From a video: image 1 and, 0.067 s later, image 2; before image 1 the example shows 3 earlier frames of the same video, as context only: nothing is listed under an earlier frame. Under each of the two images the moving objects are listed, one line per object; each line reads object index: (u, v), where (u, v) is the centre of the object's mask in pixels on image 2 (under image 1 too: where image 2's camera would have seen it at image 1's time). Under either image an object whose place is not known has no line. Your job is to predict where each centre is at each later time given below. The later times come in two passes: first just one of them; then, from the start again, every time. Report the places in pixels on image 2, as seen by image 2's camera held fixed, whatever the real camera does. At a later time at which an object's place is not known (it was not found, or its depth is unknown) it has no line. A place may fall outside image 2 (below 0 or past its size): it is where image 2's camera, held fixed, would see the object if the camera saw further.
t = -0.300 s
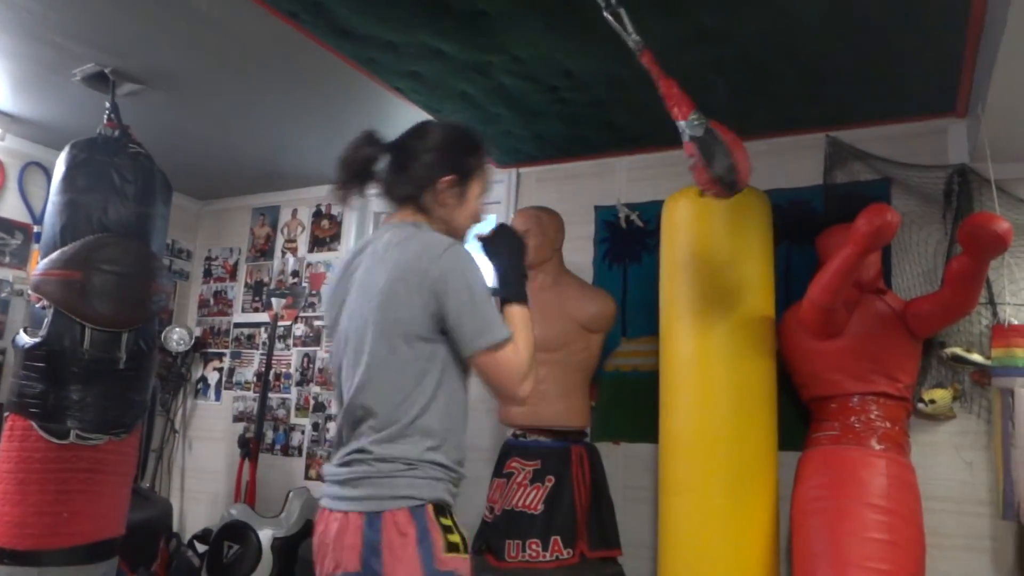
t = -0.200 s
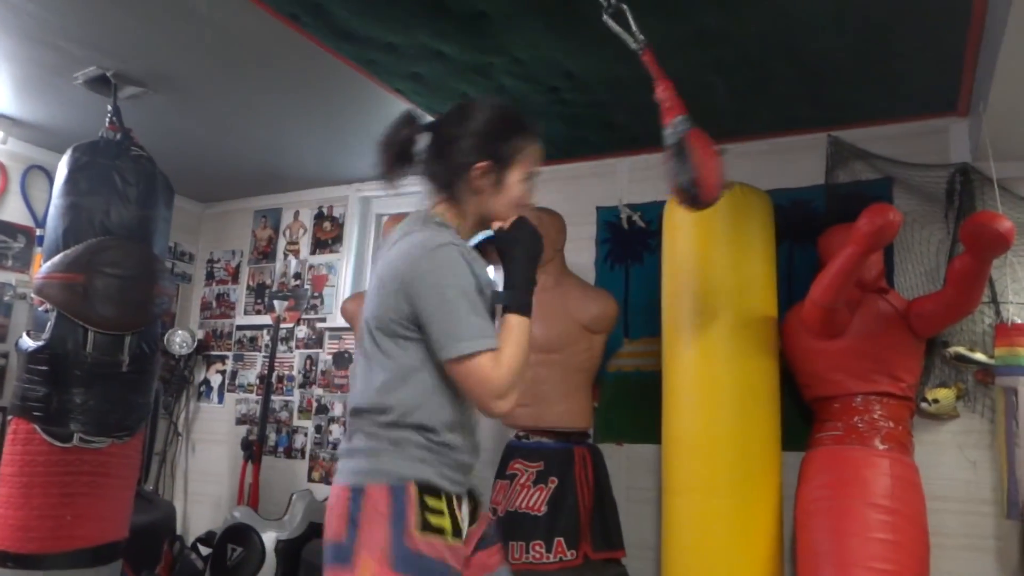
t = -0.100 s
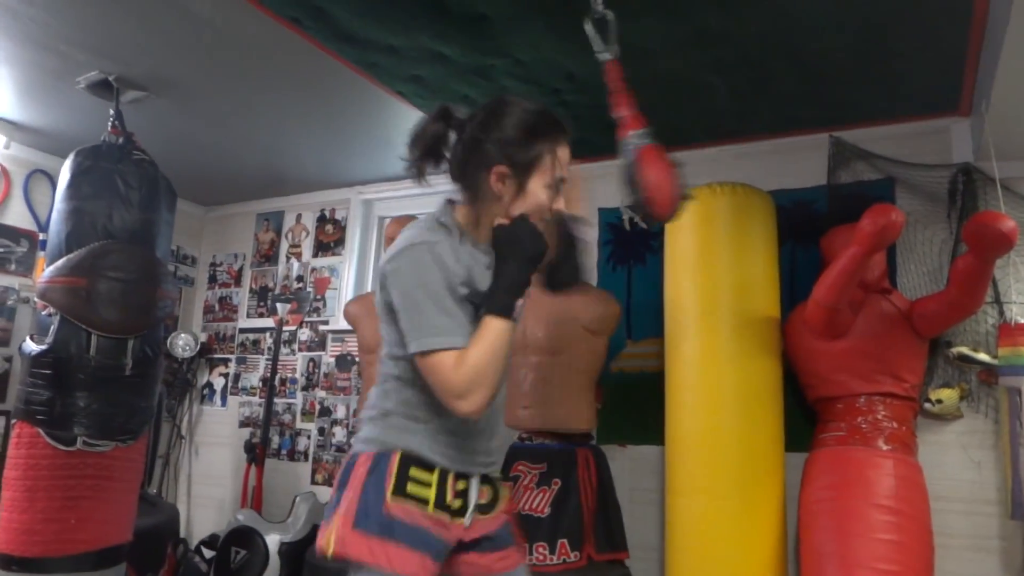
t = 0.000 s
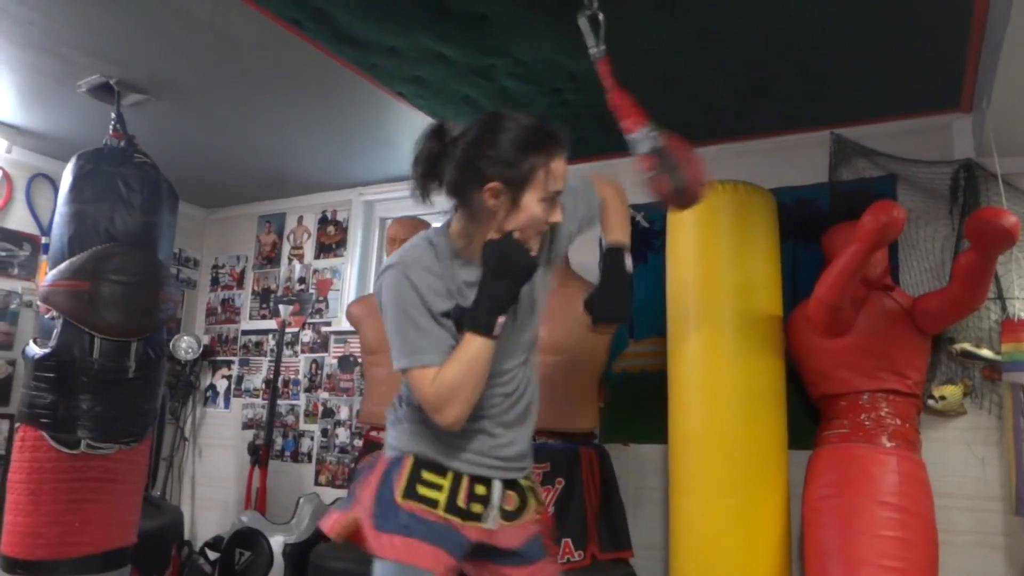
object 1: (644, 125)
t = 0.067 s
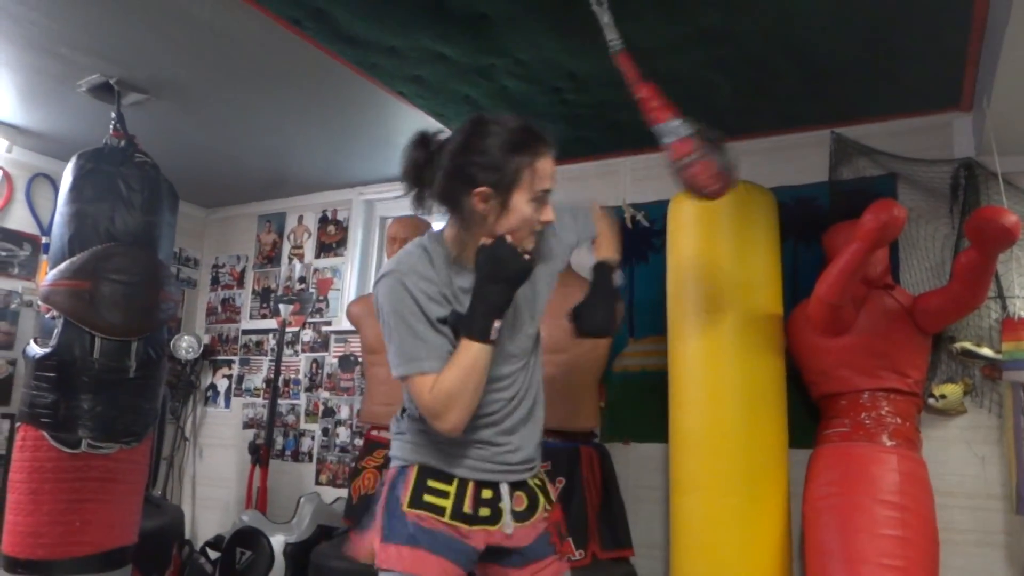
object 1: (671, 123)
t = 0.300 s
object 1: (693, 121)
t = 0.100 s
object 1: (682, 119)
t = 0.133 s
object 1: (690, 115)
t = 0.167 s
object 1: (696, 115)
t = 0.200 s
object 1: (701, 117)
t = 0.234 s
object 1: (700, 117)
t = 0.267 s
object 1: (698, 119)
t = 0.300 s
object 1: (693, 121)
